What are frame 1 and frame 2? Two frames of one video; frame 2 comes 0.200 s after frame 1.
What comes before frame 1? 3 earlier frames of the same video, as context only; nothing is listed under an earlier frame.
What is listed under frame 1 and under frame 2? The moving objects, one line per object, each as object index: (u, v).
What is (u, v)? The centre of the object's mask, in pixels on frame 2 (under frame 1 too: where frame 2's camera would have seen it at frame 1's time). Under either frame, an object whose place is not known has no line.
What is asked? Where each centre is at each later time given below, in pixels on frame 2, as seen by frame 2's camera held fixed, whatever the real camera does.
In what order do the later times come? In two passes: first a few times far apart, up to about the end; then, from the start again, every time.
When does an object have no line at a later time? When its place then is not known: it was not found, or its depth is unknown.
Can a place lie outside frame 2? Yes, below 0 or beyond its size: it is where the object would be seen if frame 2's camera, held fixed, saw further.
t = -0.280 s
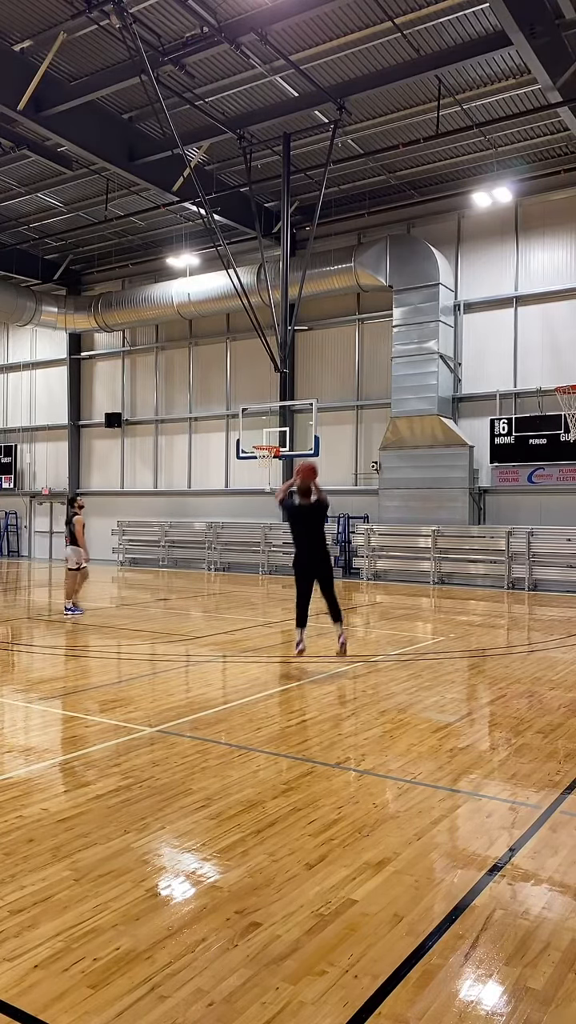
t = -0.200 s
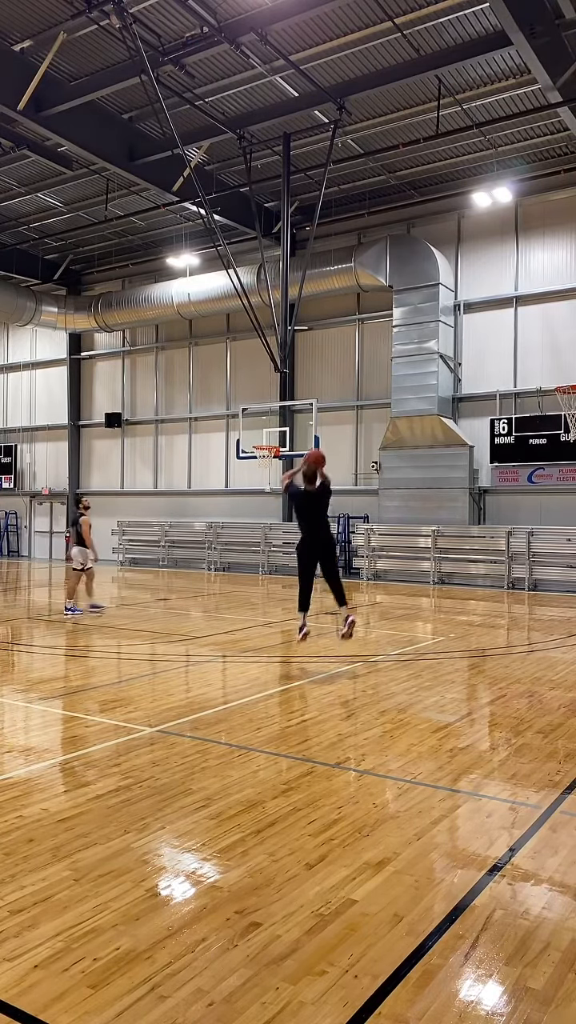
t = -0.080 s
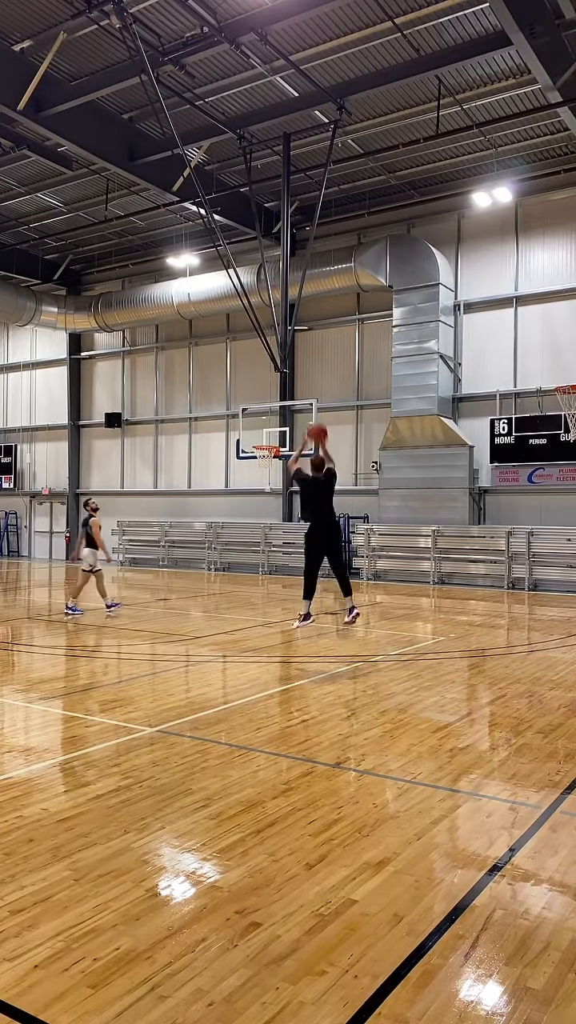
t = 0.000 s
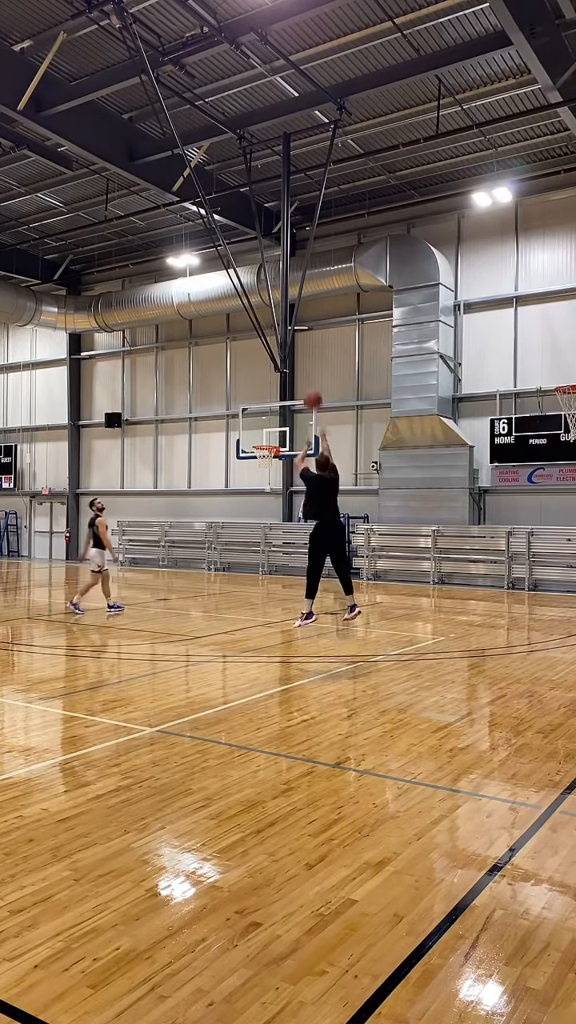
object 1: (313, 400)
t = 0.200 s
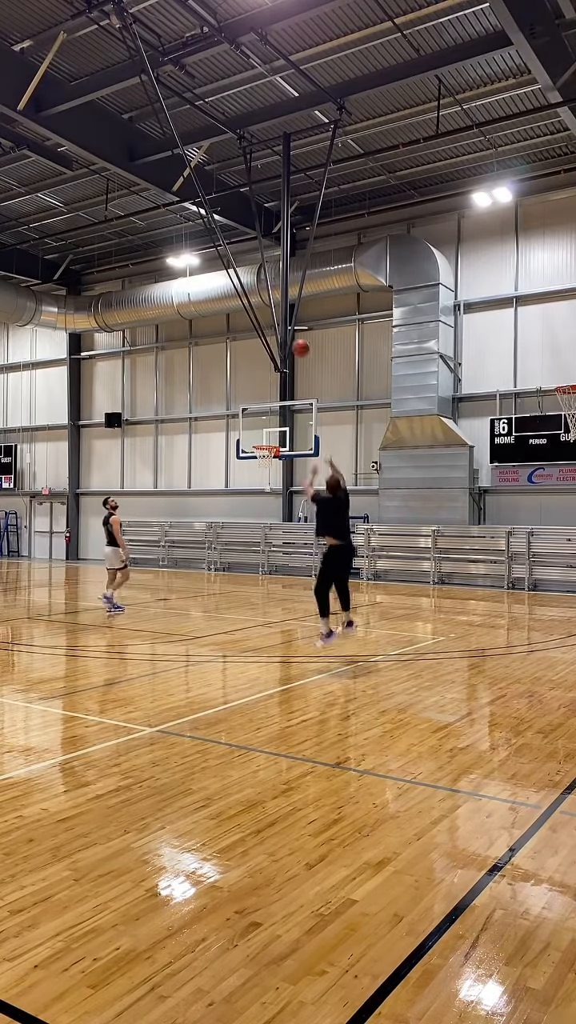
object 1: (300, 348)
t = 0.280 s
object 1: (296, 338)
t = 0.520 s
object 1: (287, 335)
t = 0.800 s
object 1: (277, 371)
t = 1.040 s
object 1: (270, 426)
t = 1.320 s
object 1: (252, 393)
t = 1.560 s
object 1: (232, 363)
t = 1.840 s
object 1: (209, 364)
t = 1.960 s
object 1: (198, 378)
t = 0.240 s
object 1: (298, 342)
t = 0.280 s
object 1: (296, 338)
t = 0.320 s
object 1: (294, 335)
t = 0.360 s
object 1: (293, 332)
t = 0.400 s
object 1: (291, 332)
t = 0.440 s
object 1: (289, 332)
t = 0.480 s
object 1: (288, 333)
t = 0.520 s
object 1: (287, 335)
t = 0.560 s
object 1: (285, 338)
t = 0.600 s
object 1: (284, 341)
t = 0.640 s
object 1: (282, 346)
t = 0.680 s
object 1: (281, 351)
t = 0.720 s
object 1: (280, 357)
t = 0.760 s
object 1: (278, 365)
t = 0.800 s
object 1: (277, 371)
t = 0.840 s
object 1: (276, 379)
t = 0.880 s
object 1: (275, 387)
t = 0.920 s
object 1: (274, 396)
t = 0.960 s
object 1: (273, 407)
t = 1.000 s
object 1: (272, 416)
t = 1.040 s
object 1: (270, 426)
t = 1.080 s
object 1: (270, 437)
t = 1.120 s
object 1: (268, 439)
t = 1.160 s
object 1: (264, 428)
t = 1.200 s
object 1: (262, 419)
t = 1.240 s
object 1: (259, 409)
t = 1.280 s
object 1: (255, 400)
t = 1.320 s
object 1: (252, 393)
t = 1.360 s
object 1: (248, 386)
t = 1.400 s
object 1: (245, 380)
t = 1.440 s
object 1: (242, 375)
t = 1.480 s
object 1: (238, 370)
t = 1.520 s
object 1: (236, 367)
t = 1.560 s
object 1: (232, 363)
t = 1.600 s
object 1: (229, 361)
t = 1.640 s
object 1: (225, 359)
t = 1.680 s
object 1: (222, 359)
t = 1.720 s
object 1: (218, 358)
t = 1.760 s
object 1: (216, 359)
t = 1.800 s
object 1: (212, 362)
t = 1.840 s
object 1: (209, 364)
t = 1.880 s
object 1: (205, 368)
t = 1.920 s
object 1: (202, 372)
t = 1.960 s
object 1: (198, 378)
